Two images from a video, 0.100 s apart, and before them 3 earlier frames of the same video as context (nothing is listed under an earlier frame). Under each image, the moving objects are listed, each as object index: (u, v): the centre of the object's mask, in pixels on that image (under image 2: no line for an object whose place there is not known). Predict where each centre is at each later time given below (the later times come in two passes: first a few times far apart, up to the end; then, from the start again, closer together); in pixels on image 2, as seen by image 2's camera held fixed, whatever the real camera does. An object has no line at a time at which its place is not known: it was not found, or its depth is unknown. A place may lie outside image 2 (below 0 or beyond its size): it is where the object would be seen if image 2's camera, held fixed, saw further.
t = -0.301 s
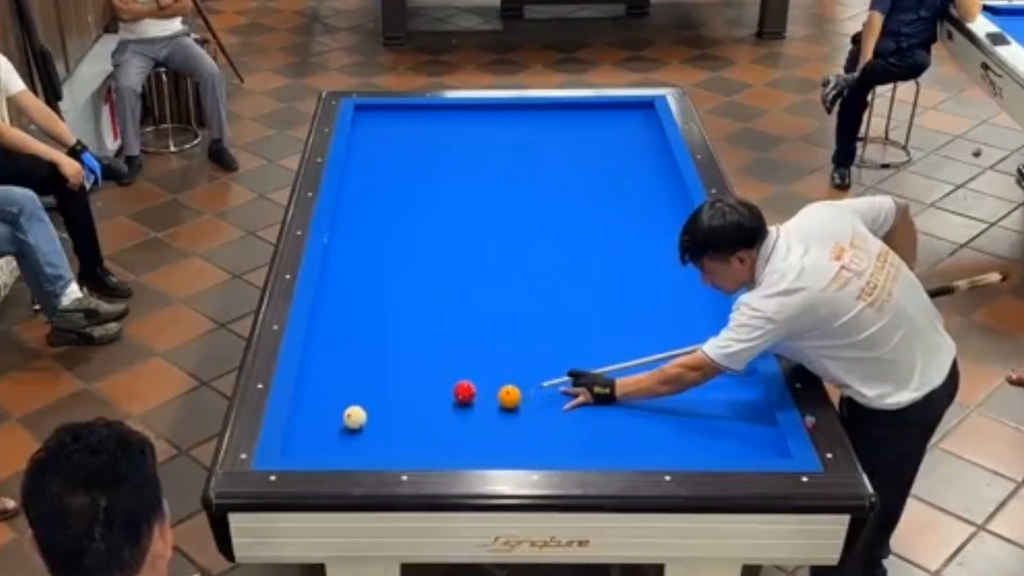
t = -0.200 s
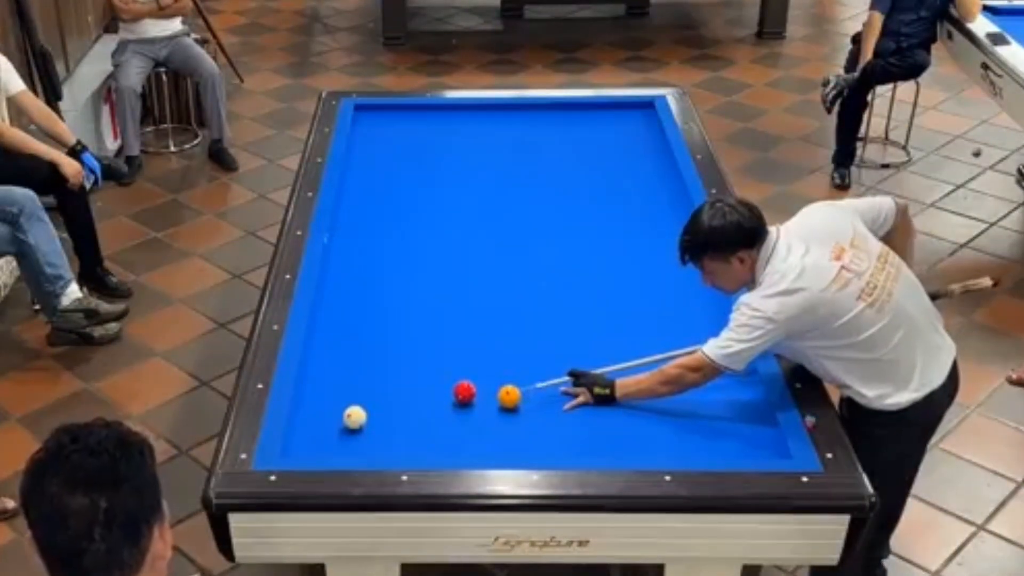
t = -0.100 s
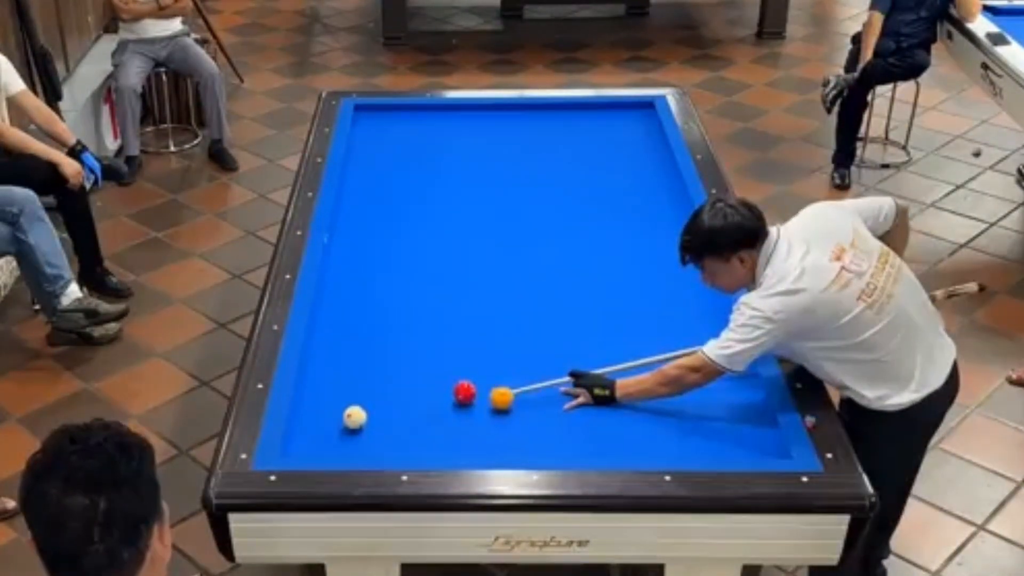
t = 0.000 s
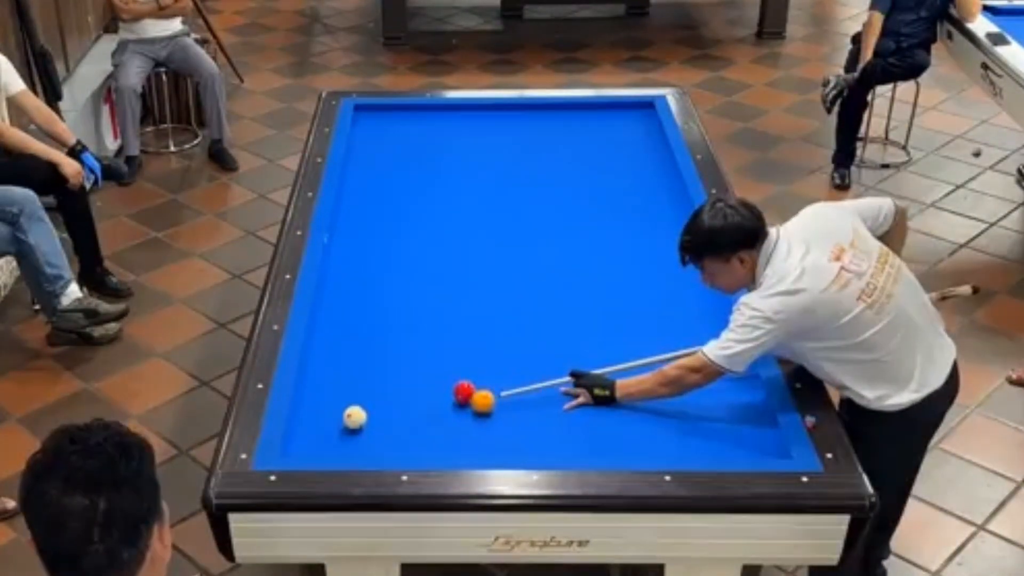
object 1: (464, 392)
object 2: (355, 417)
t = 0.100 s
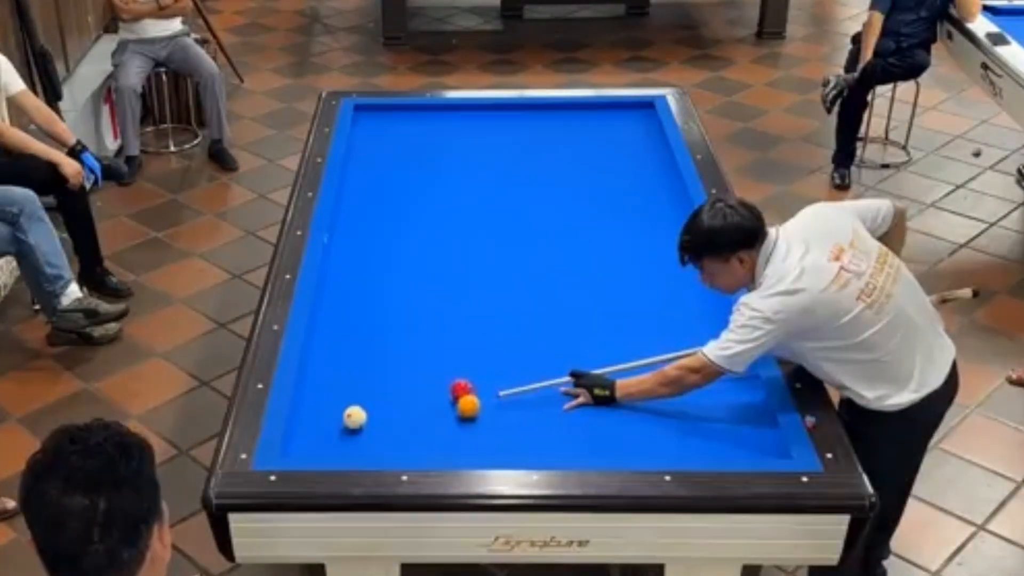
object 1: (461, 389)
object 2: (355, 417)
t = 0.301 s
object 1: (455, 388)
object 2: (355, 417)
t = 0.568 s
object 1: (447, 383)
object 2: (355, 417)
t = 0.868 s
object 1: (440, 380)
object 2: (355, 417)
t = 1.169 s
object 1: (434, 377)
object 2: (354, 417)
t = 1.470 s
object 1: (429, 375)
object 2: (354, 417)
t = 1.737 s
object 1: (426, 372)
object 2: (354, 417)
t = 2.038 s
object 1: (423, 370)
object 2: (358, 416)
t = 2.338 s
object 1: (421, 369)
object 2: (370, 413)
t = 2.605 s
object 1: (421, 369)
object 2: (380, 411)
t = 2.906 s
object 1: (421, 369)
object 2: (390, 408)
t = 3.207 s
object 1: (421, 369)
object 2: (398, 406)
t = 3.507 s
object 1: (420, 369)
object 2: (404, 404)
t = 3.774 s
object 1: (421, 369)
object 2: (410, 399)
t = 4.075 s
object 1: (420, 369)
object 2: (413, 399)
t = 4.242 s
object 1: (420, 369)
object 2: (414, 397)
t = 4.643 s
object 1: (420, 369)
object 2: (415, 398)
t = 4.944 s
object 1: (420, 369)
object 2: (416, 401)
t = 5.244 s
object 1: (420, 369)
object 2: (416, 402)
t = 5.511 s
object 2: (416, 401)
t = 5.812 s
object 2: (416, 401)
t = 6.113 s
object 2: (416, 401)
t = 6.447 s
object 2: (419, 400)
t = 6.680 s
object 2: (417, 401)
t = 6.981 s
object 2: (416, 401)
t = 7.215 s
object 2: (416, 401)
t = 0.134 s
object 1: (461, 389)
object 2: (355, 417)
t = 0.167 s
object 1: (459, 388)
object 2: (355, 417)
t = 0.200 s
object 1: (458, 389)
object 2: (355, 417)
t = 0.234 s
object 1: (457, 389)
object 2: (355, 417)
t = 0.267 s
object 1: (457, 389)
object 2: (355, 417)
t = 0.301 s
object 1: (455, 388)
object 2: (355, 417)
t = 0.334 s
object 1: (455, 387)
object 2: (355, 417)
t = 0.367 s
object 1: (453, 387)
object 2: (355, 417)
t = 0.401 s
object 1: (452, 386)
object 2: (355, 417)
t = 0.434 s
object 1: (451, 385)
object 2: (355, 417)
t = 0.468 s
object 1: (450, 385)
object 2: (355, 417)
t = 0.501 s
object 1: (449, 384)
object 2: (355, 417)
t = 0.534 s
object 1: (448, 384)
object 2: (355, 417)
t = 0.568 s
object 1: (447, 383)
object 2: (355, 417)
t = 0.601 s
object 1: (447, 383)
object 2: (355, 417)
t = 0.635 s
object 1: (446, 383)
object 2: (355, 417)
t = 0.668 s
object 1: (445, 382)
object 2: (354, 417)
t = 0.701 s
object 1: (444, 382)
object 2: (355, 417)
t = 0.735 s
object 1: (443, 381)
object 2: (354, 417)
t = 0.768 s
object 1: (442, 381)
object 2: (354, 417)
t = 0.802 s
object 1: (442, 381)
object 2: (355, 417)
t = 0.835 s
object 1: (441, 380)
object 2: (354, 417)
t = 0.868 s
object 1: (440, 380)
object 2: (355, 417)
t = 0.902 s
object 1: (439, 379)
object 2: (354, 417)
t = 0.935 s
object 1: (438, 379)
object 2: (354, 417)
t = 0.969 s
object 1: (438, 379)
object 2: (354, 417)
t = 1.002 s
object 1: (437, 378)
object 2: (355, 417)
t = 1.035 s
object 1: (436, 378)
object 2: (354, 417)
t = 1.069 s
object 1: (436, 378)
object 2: (354, 417)
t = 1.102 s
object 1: (435, 377)
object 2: (355, 417)
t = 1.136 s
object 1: (435, 377)
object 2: (355, 417)
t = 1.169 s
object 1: (434, 377)
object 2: (354, 417)
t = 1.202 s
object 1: (433, 376)
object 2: (354, 417)
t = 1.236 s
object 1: (433, 376)
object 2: (354, 417)
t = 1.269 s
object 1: (432, 376)
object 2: (354, 417)
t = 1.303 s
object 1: (432, 376)
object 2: (354, 417)
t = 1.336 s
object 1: (431, 375)
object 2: (354, 417)
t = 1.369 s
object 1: (430, 375)
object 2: (354, 417)
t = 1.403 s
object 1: (430, 375)
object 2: (354, 417)
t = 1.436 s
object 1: (430, 375)
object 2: (354, 417)
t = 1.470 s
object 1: (429, 375)
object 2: (354, 417)
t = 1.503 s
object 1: (429, 374)
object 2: (354, 417)
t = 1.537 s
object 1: (428, 374)
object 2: (354, 417)
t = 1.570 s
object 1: (428, 374)
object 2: (354, 417)
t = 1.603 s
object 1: (428, 373)
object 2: (354, 417)
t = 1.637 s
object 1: (427, 373)
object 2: (354, 417)
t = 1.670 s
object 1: (427, 372)
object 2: (354, 417)
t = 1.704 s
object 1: (427, 372)
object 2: (354, 417)
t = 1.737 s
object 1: (426, 372)
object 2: (354, 417)
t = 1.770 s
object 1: (426, 372)
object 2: (355, 417)
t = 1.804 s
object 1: (426, 371)
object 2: (355, 417)
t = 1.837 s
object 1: (425, 370)
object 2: (355, 417)
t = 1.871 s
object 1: (425, 370)
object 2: (355, 417)
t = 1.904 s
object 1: (424, 370)
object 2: (354, 417)
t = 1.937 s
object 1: (424, 370)
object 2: (354, 417)
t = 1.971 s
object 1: (423, 370)
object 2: (354, 417)
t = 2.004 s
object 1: (423, 370)
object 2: (355, 417)
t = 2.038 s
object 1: (423, 370)
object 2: (358, 416)
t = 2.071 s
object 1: (423, 369)
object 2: (359, 416)
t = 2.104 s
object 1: (422, 369)
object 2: (361, 415)
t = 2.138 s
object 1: (422, 370)
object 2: (362, 415)
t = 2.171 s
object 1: (422, 369)
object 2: (363, 415)
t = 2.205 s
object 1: (421, 369)
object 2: (365, 415)
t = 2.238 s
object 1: (422, 369)
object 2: (366, 414)
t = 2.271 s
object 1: (421, 369)
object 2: (368, 414)
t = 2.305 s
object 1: (421, 369)
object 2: (369, 414)
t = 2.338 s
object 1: (421, 369)
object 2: (370, 413)
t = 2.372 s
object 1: (421, 369)
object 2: (371, 413)
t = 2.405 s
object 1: (421, 369)
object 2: (373, 413)
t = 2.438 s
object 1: (421, 369)
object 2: (374, 412)
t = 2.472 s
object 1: (421, 369)
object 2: (375, 412)
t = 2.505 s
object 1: (421, 369)
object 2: (377, 412)
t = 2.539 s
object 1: (421, 369)
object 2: (378, 411)
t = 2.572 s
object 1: (421, 369)
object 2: (379, 411)
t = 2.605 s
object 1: (421, 369)
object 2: (380, 411)
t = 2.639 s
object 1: (421, 369)
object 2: (381, 410)
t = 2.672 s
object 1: (421, 369)
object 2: (382, 410)
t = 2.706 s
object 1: (421, 369)
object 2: (383, 410)
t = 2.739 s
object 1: (421, 369)
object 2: (384, 409)
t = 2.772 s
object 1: (421, 369)
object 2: (385, 409)
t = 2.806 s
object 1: (421, 369)
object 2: (387, 408)
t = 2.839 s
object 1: (421, 369)
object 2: (388, 408)
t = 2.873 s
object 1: (421, 368)
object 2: (388, 408)
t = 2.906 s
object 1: (421, 369)
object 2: (390, 408)
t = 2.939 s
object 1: (421, 369)
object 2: (391, 408)
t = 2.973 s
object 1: (421, 369)
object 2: (392, 407)
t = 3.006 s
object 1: (421, 369)
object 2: (393, 407)
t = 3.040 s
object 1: (421, 369)
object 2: (394, 407)
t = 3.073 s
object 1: (421, 369)
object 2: (395, 407)
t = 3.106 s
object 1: (421, 369)
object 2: (396, 406)
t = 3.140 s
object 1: (421, 369)
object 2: (396, 406)
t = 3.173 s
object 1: (421, 369)
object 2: (397, 406)
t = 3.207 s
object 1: (421, 369)
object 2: (398, 406)
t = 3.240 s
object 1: (421, 369)
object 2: (398, 406)
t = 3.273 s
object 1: (421, 369)
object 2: (399, 405)
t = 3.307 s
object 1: (421, 369)
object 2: (400, 405)
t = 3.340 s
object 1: (421, 369)
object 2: (401, 405)
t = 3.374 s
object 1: (421, 369)
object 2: (402, 405)
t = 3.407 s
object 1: (421, 369)
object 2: (402, 404)
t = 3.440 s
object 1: (420, 369)
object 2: (403, 404)
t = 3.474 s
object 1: (420, 369)
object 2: (404, 404)
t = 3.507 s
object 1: (420, 369)
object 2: (404, 404)
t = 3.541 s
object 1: (420, 369)
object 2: (405, 404)
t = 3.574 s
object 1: (420, 369)
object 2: (406, 403)
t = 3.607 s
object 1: (420, 369)
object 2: (407, 403)
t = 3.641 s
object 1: (420, 369)
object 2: (407, 403)
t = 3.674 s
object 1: (420, 369)
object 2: (408, 402)
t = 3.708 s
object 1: (420, 369)
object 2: (409, 400)
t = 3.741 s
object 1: (420, 369)
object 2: (410, 399)
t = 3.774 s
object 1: (421, 369)
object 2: (410, 399)
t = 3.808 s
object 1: (420, 369)
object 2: (410, 399)
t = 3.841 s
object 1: (421, 369)
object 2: (410, 400)
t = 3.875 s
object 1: (421, 369)
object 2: (411, 399)
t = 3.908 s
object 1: (420, 369)
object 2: (412, 398)
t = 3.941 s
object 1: (420, 369)
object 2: (412, 398)
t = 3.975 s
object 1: (420, 369)
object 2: (412, 398)
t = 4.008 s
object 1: (420, 369)
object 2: (413, 398)
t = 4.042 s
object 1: (420, 369)
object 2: (412, 399)
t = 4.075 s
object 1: (420, 369)
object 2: (413, 399)
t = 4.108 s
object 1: (420, 369)
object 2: (413, 399)
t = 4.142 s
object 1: (420, 369)
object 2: (413, 399)
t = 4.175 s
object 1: (420, 369)
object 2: (413, 399)
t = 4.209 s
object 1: (420, 369)
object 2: (414, 398)
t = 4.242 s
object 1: (420, 369)
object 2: (414, 397)
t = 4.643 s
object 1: (420, 369)
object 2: (415, 398)
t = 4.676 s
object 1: (420, 369)
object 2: (415, 400)
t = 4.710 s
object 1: (420, 369)
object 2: (416, 401)
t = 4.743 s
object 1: (420, 369)
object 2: (416, 401)
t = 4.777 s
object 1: (420, 369)
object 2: (416, 401)
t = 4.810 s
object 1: (420, 369)
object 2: (416, 401)
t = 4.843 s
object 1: (420, 369)
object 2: (416, 401)
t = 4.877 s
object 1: (420, 369)
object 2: (416, 401)
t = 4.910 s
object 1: (420, 369)
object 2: (416, 401)
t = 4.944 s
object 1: (420, 369)
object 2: (416, 401)
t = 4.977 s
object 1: (420, 369)
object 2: (416, 402)
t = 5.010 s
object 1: (421, 369)
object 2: (416, 402)
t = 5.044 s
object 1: (420, 369)
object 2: (416, 401)
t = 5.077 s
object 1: (421, 369)
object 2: (416, 402)
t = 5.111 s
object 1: (420, 369)
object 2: (416, 401)
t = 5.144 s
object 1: (420, 369)
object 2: (416, 402)
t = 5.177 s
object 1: (420, 369)
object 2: (416, 402)
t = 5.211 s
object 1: (420, 369)
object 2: (416, 402)
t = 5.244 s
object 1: (420, 369)
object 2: (416, 402)
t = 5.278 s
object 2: (416, 402)
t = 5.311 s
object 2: (416, 402)
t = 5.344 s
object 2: (416, 401)
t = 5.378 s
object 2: (416, 402)
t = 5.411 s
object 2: (416, 402)
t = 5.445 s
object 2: (416, 401)
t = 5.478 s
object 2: (416, 401)
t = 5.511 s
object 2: (416, 401)
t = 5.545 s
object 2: (416, 401)
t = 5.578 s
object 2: (416, 401)
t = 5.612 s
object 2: (416, 401)
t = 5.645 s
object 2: (416, 401)
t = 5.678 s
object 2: (416, 401)
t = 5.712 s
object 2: (416, 401)
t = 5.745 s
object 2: (416, 401)
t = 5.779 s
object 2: (416, 401)
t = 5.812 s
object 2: (416, 401)
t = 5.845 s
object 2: (416, 401)
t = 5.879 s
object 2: (416, 401)
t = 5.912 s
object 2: (416, 401)
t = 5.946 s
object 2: (416, 401)
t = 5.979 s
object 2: (416, 401)
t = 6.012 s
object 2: (416, 401)
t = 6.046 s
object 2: (416, 401)
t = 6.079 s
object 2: (416, 401)
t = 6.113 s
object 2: (416, 401)
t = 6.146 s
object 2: (414, 400)
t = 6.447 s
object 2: (419, 400)
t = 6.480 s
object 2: (417, 401)
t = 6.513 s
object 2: (417, 401)
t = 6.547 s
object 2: (417, 401)
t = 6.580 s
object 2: (417, 401)
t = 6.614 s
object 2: (417, 401)
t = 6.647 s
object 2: (417, 401)
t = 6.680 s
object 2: (417, 401)
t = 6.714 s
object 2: (417, 401)
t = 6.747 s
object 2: (417, 401)
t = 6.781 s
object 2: (417, 401)
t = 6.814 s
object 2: (417, 401)
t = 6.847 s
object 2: (417, 401)
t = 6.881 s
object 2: (417, 401)
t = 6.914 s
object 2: (416, 401)
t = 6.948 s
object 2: (416, 401)
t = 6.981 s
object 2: (416, 401)
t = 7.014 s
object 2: (417, 401)
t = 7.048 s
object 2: (416, 401)
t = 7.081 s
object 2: (416, 401)
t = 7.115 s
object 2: (416, 401)
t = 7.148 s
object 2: (416, 401)
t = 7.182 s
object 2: (417, 401)
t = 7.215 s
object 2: (416, 401)
